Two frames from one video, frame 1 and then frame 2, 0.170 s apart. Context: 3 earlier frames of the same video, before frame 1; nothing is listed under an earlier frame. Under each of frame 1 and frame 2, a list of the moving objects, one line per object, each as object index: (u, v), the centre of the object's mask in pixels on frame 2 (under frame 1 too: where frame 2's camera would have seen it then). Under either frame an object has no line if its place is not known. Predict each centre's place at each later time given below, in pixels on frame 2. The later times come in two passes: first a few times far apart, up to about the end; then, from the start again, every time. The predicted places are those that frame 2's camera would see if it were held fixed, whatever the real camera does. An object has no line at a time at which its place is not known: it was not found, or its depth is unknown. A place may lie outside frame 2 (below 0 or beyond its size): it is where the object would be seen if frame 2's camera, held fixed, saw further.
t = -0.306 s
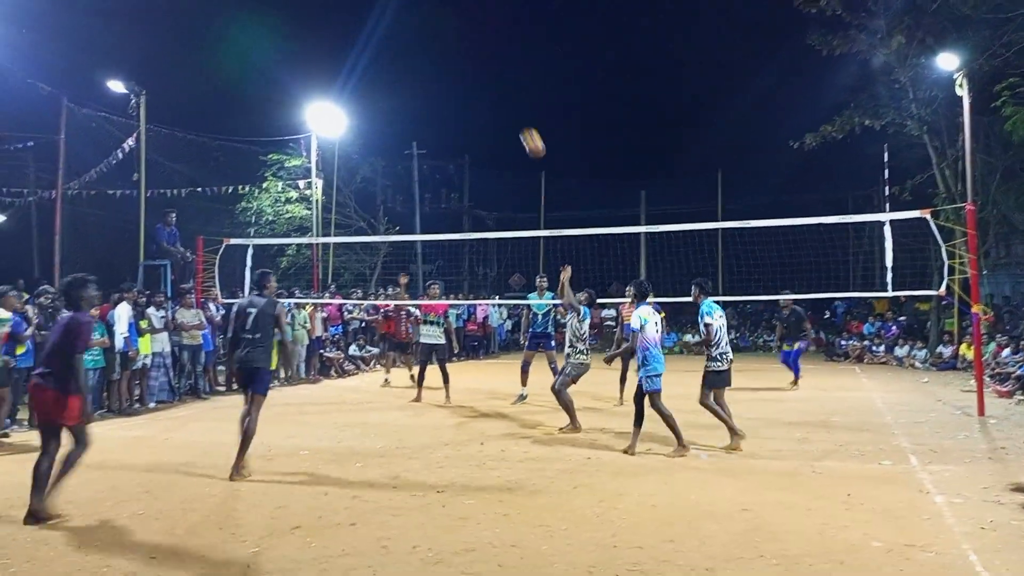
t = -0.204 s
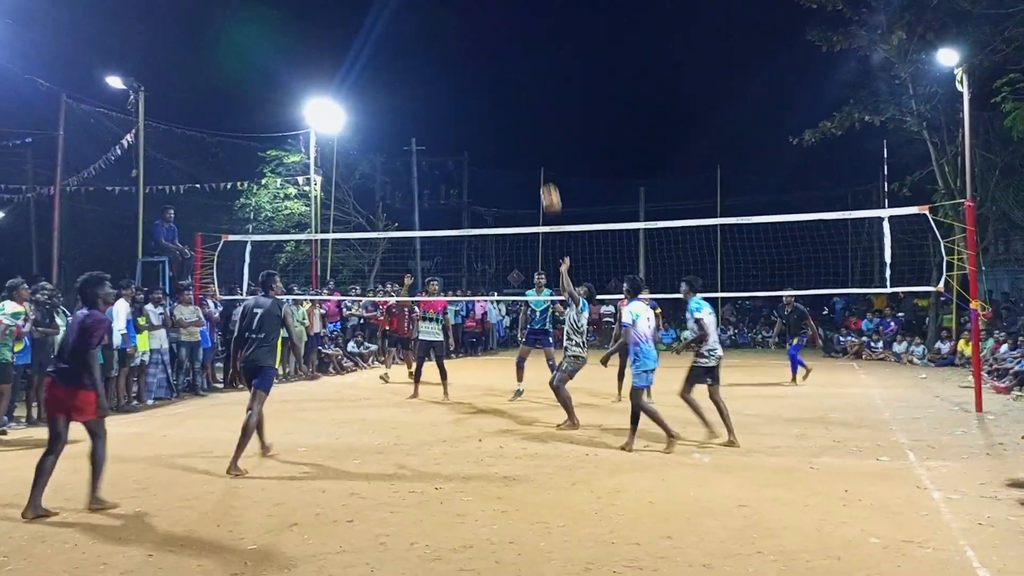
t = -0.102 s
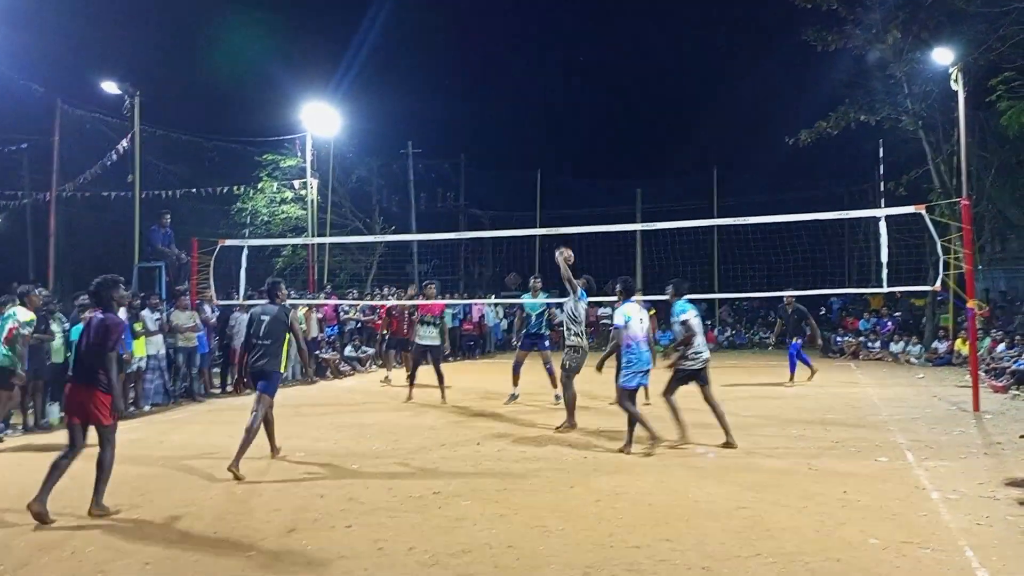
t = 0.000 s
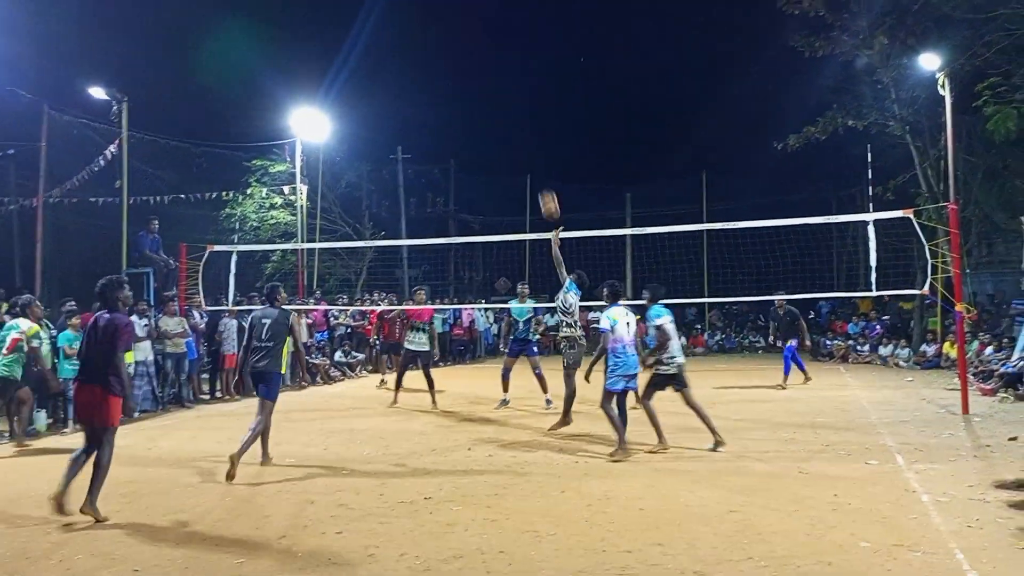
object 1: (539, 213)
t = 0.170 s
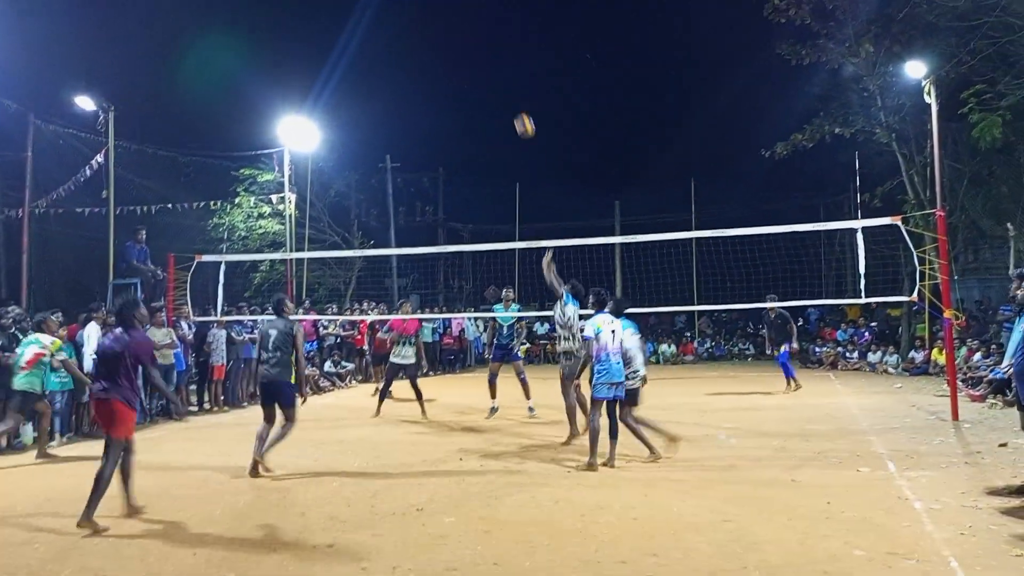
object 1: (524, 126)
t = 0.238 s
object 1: (519, 98)
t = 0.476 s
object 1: (502, 32)
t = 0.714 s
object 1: (486, 13)
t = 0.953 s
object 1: (473, 38)
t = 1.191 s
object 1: (461, 105)
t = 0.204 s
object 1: (522, 111)
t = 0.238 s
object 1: (519, 98)
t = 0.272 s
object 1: (517, 86)
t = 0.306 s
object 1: (514, 75)
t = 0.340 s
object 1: (511, 64)
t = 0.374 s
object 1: (509, 55)
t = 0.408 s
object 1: (506, 47)
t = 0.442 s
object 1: (504, 39)
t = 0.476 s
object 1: (502, 32)
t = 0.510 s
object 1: (499, 27)
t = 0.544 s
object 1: (497, 22)
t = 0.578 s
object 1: (495, 18)
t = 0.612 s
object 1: (493, 15)
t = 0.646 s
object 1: (490, 14)
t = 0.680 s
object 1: (488, 13)
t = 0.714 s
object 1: (486, 13)
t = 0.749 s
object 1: (484, 14)
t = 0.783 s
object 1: (482, 16)
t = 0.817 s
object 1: (480, 18)
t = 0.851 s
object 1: (479, 22)
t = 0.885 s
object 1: (477, 26)
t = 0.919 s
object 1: (475, 31)
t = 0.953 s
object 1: (473, 38)
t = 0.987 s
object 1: (471, 45)
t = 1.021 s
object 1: (469, 53)
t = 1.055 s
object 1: (467, 62)
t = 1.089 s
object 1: (466, 71)
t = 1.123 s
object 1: (464, 82)
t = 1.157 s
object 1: (462, 93)
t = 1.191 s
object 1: (461, 105)
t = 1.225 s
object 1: (459, 119)
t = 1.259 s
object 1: (457, 132)
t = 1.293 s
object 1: (456, 147)
